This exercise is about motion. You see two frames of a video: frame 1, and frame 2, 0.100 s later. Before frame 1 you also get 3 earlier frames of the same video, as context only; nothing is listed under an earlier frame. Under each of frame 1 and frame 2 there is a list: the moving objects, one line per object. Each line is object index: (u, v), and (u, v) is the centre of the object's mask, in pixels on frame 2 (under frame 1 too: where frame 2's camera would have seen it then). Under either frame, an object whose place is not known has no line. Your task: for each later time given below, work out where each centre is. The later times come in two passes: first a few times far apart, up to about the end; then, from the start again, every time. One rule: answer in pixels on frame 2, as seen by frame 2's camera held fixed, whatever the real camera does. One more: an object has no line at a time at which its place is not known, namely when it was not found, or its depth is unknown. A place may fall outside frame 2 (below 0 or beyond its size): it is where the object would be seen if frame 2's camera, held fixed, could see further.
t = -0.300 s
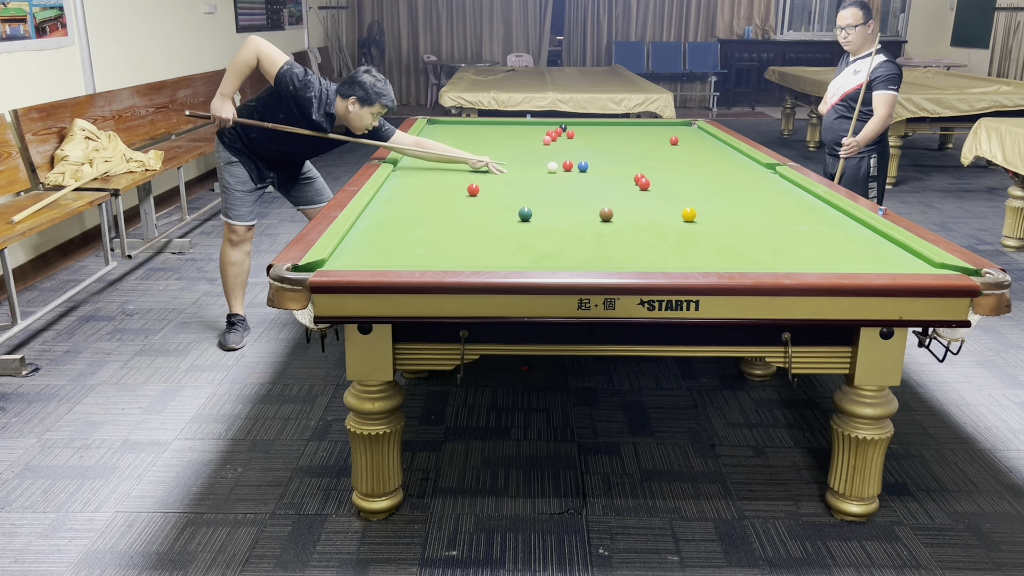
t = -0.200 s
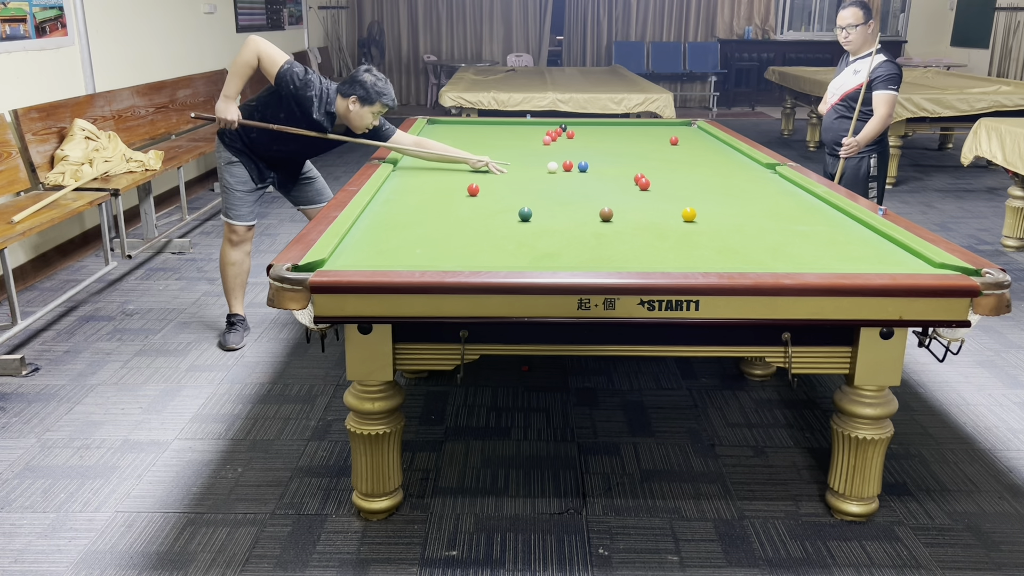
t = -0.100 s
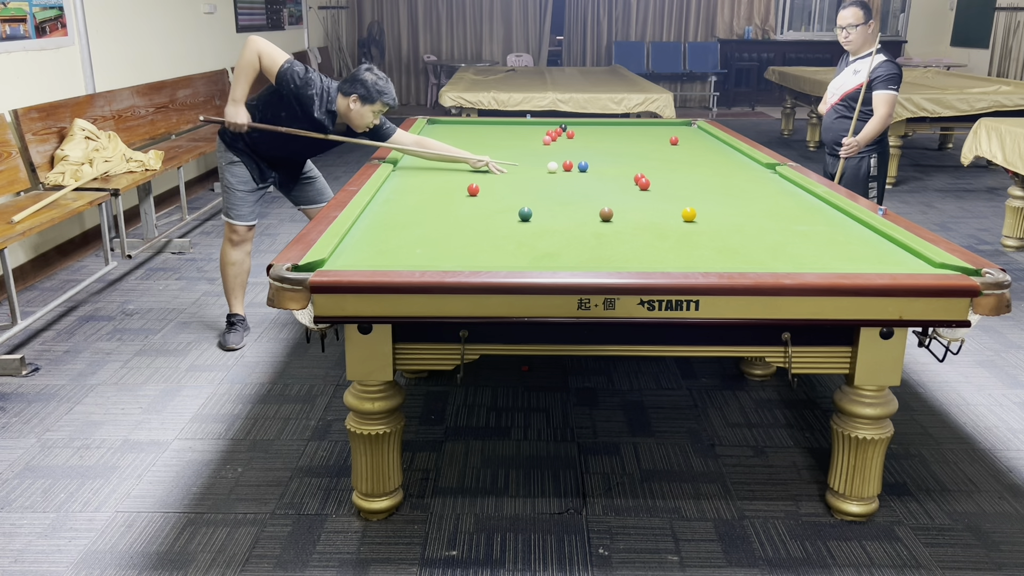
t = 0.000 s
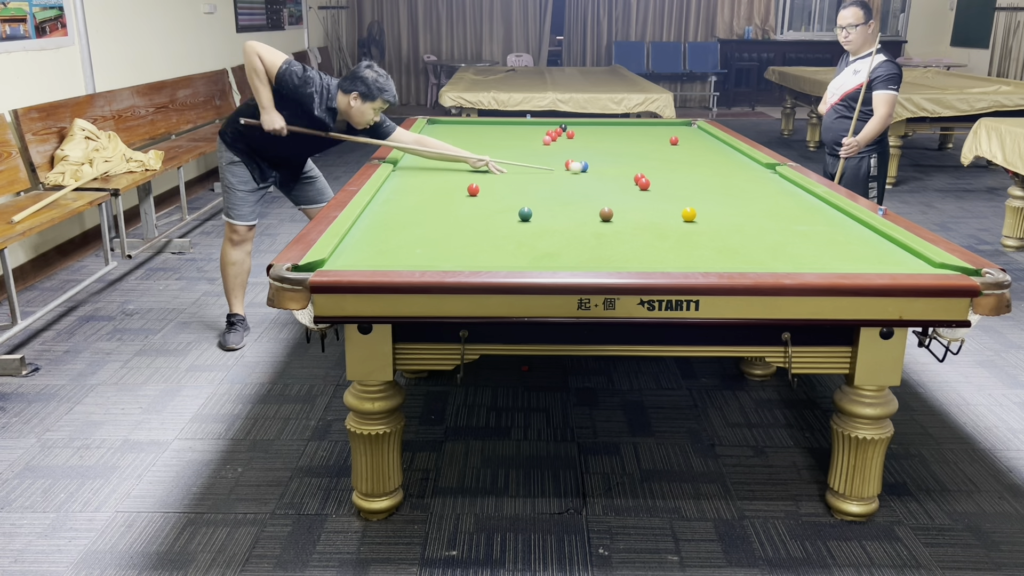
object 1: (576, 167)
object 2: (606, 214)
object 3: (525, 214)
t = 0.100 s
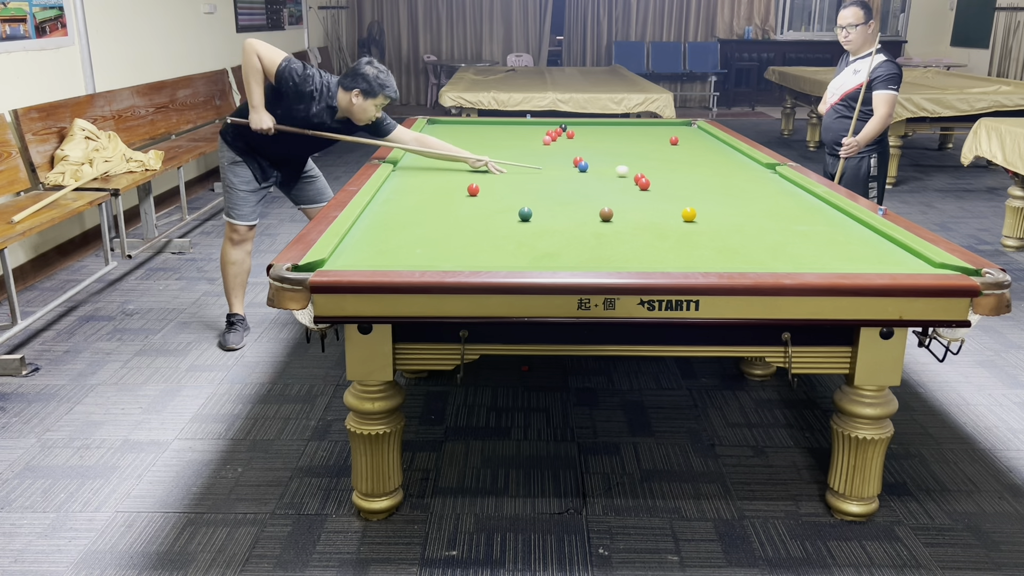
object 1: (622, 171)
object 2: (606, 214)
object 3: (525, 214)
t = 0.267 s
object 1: (686, 176)
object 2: (606, 214)
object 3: (525, 214)
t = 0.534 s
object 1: (769, 183)
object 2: (606, 214)
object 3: (525, 214)
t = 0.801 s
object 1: (767, 191)
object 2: (606, 214)
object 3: (525, 214)
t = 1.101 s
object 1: (712, 199)
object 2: (606, 214)
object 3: (525, 214)
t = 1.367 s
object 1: (661, 207)
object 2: (606, 214)
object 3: (525, 214)
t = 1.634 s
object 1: (620, 215)
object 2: (595, 214)
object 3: (525, 214)
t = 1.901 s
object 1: (613, 222)
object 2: (558, 216)
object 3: (525, 214)
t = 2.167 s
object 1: (605, 228)
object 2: (528, 217)
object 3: (520, 212)
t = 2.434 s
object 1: (599, 235)
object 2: (508, 220)
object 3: (514, 211)
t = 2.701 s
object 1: (592, 240)
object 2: (489, 223)
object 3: (507, 210)
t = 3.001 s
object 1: (585, 245)
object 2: (470, 225)
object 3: (503, 209)
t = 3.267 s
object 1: (579, 249)
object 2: (456, 227)
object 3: (501, 209)
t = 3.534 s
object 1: (575, 253)
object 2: (444, 228)
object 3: (500, 209)
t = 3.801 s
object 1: (571, 255)
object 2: (435, 229)
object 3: (501, 209)
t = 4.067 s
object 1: (568, 256)
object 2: (429, 230)
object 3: (501, 209)
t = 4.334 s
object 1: (567, 256)
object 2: (425, 230)
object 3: (501, 209)
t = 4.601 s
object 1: (567, 256)
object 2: (425, 230)
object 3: (501, 209)
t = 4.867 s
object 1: (567, 256)
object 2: (425, 230)
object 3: (501, 209)
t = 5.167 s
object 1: (567, 256)
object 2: (425, 230)
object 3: (501, 209)
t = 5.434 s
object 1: (567, 256)
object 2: (425, 230)
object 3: (501, 209)
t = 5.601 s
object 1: (567, 256)
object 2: (425, 230)
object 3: (501, 209)
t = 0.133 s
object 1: (636, 170)
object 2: (606, 214)
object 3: (525, 214)
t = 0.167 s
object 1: (650, 173)
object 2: (606, 214)
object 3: (525, 214)
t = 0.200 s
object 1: (663, 174)
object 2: (606, 214)
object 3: (525, 214)
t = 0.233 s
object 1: (675, 175)
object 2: (606, 214)
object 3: (525, 214)
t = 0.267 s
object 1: (686, 176)
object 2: (606, 214)
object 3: (525, 214)
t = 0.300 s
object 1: (697, 177)
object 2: (606, 214)
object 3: (525, 214)
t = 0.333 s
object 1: (707, 178)
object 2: (606, 214)
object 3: (525, 214)
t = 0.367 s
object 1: (717, 179)
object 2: (606, 214)
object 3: (525, 214)
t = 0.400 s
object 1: (727, 179)
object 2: (606, 214)
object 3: (525, 214)
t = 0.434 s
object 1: (737, 180)
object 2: (606, 214)
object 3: (525, 214)
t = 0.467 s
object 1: (748, 181)
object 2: (606, 214)
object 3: (525, 214)
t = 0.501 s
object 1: (758, 182)
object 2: (606, 214)
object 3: (525, 214)
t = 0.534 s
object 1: (769, 183)
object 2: (606, 214)
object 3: (525, 214)
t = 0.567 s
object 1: (779, 184)
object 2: (606, 214)
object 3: (525, 214)
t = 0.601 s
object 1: (790, 185)
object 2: (606, 214)
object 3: (525, 214)
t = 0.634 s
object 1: (798, 186)
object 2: (606, 214)
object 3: (525, 214)
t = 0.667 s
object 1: (791, 187)
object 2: (606, 214)
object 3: (525, 214)
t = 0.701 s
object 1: (784, 188)
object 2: (606, 214)
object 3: (525, 214)
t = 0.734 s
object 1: (779, 189)
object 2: (606, 214)
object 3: (525, 214)
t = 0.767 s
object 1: (773, 190)
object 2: (606, 214)
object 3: (525, 214)
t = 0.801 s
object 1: (767, 191)
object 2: (606, 214)
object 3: (525, 214)
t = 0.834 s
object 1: (761, 192)
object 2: (606, 214)
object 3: (525, 214)
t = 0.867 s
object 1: (755, 193)
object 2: (606, 214)
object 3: (525, 214)
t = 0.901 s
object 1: (749, 194)
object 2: (606, 214)
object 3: (525, 214)
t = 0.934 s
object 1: (743, 194)
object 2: (606, 214)
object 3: (525, 214)
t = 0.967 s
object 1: (737, 195)
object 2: (606, 214)
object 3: (525, 214)
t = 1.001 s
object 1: (731, 196)
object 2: (606, 214)
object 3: (525, 214)
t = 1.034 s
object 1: (724, 197)
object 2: (606, 214)
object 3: (525, 214)
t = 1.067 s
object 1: (718, 198)
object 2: (606, 214)
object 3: (525, 214)
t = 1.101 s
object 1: (712, 199)
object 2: (606, 214)
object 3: (525, 214)
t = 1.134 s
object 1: (706, 200)
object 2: (606, 214)
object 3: (525, 214)
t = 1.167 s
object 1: (699, 201)
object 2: (606, 214)
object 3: (525, 214)
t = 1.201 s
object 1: (693, 202)
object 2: (606, 214)
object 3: (525, 214)
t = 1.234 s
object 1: (686, 202)
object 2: (606, 214)
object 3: (525, 214)
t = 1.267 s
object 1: (680, 204)
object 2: (606, 214)
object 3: (525, 214)
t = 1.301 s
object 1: (674, 205)
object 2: (606, 214)
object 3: (525, 214)
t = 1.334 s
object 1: (667, 206)
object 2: (606, 214)
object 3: (525, 214)
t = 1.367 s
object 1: (661, 207)
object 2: (606, 214)
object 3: (525, 214)
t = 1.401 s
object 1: (654, 208)
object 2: (606, 214)
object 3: (525, 214)
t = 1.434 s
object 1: (648, 209)
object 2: (606, 214)
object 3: (525, 214)
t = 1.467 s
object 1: (641, 210)
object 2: (606, 214)
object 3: (525, 214)
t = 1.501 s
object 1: (634, 211)
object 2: (606, 214)
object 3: (525, 214)
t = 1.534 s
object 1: (628, 212)
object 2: (606, 214)
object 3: (525, 214)
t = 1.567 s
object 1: (621, 214)
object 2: (606, 214)
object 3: (525, 214)
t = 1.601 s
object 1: (621, 214)
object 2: (600, 214)
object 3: (525, 214)
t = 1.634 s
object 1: (620, 215)
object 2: (595, 214)
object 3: (525, 214)
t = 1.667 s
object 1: (619, 216)
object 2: (590, 215)
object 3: (525, 214)
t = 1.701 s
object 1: (619, 217)
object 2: (585, 215)
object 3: (525, 214)
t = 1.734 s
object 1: (618, 218)
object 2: (580, 215)
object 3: (525, 214)
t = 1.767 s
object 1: (617, 219)
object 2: (576, 215)
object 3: (525, 214)
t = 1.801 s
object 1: (616, 220)
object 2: (571, 215)
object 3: (525, 214)
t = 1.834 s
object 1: (615, 220)
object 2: (567, 215)
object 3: (525, 214)
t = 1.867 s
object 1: (614, 221)
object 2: (562, 216)
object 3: (525, 214)
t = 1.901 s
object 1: (613, 222)
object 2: (558, 216)
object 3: (525, 214)
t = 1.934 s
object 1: (612, 223)
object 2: (553, 216)
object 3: (525, 214)
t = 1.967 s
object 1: (611, 224)
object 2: (549, 216)
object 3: (525, 214)
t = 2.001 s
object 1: (610, 224)
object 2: (545, 216)
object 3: (525, 214)
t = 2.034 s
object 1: (609, 225)
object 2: (540, 216)
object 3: (525, 214)
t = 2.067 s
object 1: (608, 226)
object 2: (536, 216)
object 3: (524, 214)
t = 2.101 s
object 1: (607, 227)
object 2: (533, 216)
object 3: (523, 213)
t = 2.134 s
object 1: (606, 228)
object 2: (530, 217)
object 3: (521, 212)
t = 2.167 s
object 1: (605, 228)
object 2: (528, 217)
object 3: (520, 212)
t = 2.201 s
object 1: (604, 229)
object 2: (525, 218)
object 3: (519, 211)
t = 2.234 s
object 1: (604, 230)
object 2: (523, 218)
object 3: (518, 210)
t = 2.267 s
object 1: (603, 231)
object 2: (520, 218)
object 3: (518, 209)
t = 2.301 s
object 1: (602, 232)
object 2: (518, 219)
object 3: (517, 209)
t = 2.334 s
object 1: (601, 232)
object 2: (515, 219)
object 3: (517, 209)
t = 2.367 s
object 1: (600, 233)
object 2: (512, 220)
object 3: (516, 210)
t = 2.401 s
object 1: (599, 234)
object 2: (510, 220)
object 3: (515, 210)
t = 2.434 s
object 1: (599, 235)
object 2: (508, 220)
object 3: (514, 211)
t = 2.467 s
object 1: (598, 235)
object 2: (505, 221)
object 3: (513, 211)
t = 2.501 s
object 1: (597, 236)
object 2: (503, 221)
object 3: (512, 211)
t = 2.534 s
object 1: (596, 237)
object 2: (500, 221)
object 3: (511, 211)
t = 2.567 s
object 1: (595, 237)
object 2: (498, 222)
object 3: (510, 211)
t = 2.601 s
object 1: (594, 238)
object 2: (496, 222)
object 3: (510, 211)
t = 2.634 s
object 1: (594, 239)
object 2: (493, 222)
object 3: (509, 211)
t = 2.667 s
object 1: (593, 239)
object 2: (491, 222)
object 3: (508, 211)
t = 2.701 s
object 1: (592, 240)
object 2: (489, 223)
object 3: (507, 210)
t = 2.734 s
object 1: (591, 241)
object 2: (487, 223)
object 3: (507, 210)
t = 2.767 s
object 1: (590, 241)
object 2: (484, 223)
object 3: (506, 210)
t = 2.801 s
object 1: (590, 242)
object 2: (482, 224)
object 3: (506, 210)
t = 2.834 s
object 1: (589, 243)
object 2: (480, 224)
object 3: (505, 210)
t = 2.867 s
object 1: (588, 243)
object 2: (478, 224)
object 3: (505, 210)
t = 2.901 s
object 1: (587, 244)
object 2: (476, 224)
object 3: (504, 210)
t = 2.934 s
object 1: (587, 244)
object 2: (474, 225)
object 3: (504, 210)
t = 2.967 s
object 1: (586, 245)
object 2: (472, 225)
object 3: (503, 210)
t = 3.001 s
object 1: (585, 245)
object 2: (470, 225)
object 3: (503, 209)
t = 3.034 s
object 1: (584, 246)
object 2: (468, 226)
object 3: (502, 209)
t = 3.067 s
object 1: (583, 247)
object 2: (466, 226)
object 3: (502, 209)
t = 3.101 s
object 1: (583, 247)
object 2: (464, 226)
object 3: (502, 209)
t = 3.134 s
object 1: (582, 248)
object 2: (463, 226)
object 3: (502, 209)
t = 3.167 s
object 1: (581, 248)
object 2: (461, 226)
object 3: (501, 209)
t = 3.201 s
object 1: (581, 248)
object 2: (459, 227)
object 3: (501, 209)
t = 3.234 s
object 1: (580, 249)
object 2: (458, 227)
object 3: (501, 209)
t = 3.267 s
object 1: (579, 249)
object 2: (456, 227)
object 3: (501, 209)
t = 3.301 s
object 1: (579, 250)
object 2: (454, 227)
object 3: (501, 209)
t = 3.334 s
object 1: (578, 250)
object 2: (453, 227)
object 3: (500, 209)
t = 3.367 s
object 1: (577, 251)
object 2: (451, 227)
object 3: (500, 209)
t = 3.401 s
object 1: (577, 251)
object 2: (450, 228)
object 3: (500, 209)
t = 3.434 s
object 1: (576, 252)
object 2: (448, 228)
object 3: (500, 209)
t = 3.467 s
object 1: (576, 252)
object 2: (447, 228)
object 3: (500, 209)
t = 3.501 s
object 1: (575, 252)
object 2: (445, 228)
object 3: (500, 209)
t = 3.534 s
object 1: (575, 253)
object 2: (444, 228)
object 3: (500, 209)
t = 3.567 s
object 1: (574, 253)
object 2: (443, 228)
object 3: (500, 209)
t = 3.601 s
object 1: (574, 253)
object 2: (441, 228)
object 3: (501, 209)
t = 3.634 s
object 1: (573, 254)
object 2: (440, 229)
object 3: (501, 209)
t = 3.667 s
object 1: (572, 254)
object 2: (439, 229)
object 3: (501, 209)
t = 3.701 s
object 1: (572, 254)
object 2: (438, 229)
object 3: (501, 209)
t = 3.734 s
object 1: (572, 254)
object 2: (437, 229)
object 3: (501, 209)
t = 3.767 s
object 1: (571, 255)
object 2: (436, 229)
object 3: (501, 209)
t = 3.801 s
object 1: (571, 255)
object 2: (435, 229)
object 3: (501, 209)
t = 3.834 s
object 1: (570, 255)
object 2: (434, 229)
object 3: (501, 209)
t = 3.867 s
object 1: (570, 255)
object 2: (433, 229)
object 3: (501, 209)
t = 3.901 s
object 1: (570, 255)
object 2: (432, 229)
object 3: (501, 209)
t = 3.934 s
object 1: (569, 256)
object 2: (431, 229)
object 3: (501, 209)
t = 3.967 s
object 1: (569, 256)
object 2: (431, 230)
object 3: (501, 209)
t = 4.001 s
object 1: (569, 256)
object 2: (430, 229)
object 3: (501, 209)
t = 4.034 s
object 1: (569, 256)
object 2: (429, 230)
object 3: (501, 209)
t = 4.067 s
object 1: (568, 256)
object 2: (429, 230)
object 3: (501, 209)
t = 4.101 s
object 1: (568, 256)
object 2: (428, 230)
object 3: (501, 209)
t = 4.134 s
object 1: (568, 256)
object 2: (427, 230)
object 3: (501, 209)
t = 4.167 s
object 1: (568, 256)
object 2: (427, 230)
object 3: (501, 209)
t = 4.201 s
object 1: (568, 256)
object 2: (427, 230)
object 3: (501, 209)
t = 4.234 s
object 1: (568, 256)
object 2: (426, 230)
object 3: (501, 209)
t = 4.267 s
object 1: (568, 256)
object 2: (426, 230)
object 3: (501, 209)
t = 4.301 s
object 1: (567, 256)
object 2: (425, 230)
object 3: (501, 209)
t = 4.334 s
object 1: (567, 256)
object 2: (425, 230)
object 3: (501, 209)
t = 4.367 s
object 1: (567, 256)
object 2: (425, 230)
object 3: (501, 209)
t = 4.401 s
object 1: (567, 256)
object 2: (425, 230)
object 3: (501, 209)
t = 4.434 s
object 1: (567, 256)
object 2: (425, 230)
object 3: (501, 209)
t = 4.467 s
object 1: (567, 256)
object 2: (425, 230)
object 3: (501, 209)
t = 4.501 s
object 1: (567, 256)
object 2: (425, 230)
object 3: (501, 209)
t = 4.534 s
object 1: (567, 256)
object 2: (425, 230)
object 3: (501, 209)
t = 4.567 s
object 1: (567, 256)
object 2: (425, 230)
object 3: (501, 209)
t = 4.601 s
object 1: (567, 256)
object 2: (425, 230)
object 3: (501, 209)
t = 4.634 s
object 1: (567, 256)
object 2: (425, 230)
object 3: (501, 209)
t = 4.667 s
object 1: (567, 256)
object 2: (425, 230)
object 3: (501, 209)
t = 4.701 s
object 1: (567, 256)
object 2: (425, 230)
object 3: (501, 209)
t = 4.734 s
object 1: (567, 256)
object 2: (425, 230)
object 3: (501, 209)
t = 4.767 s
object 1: (567, 256)
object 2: (425, 230)
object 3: (501, 209)
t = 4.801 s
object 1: (567, 256)
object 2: (425, 230)
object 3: (501, 209)
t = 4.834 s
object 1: (567, 256)
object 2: (425, 230)
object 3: (501, 209)
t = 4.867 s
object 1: (567, 256)
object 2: (425, 230)
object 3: (501, 209)
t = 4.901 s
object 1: (567, 256)
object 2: (425, 230)
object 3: (501, 209)
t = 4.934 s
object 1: (567, 256)
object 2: (425, 230)
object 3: (501, 209)
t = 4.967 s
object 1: (567, 256)
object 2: (425, 230)
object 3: (501, 209)
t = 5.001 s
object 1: (567, 256)
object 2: (425, 230)
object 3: (501, 209)
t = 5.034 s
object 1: (567, 256)
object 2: (425, 230)
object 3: (501, 209)
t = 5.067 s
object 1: (567, 256)
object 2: (425, 230)
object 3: (501, 209)
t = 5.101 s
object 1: (567, 256)
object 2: (425, 230)
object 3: (501, 209)
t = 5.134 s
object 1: (567, 256)
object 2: (425, 230)
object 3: (501, 209)
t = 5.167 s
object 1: (567, 256)
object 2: (425, 230)
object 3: (501, 209)
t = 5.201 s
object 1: (567, 256)
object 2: (425, 230)
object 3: (501, 209)
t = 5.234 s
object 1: (567, 256)
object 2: (425, 230)
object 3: (501, 209)
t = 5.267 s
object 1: (567, 256)
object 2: (425, 230)
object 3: (501, 209)
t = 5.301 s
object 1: (567, 256)
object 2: (425, 230)
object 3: (501, 209)
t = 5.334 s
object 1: (567, 256)
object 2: (425, 230)
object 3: (501, 209)
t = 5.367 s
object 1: (567, 256)
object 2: (425, 230)
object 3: (501, 209)
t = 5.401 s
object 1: (567, 256)
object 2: (425, 230)
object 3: (501, 209)
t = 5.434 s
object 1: (567, 256)
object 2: (425, 230)
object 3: (501, 209)
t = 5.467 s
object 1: (567, 256)
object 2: (425, 230)
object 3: (501, 209)
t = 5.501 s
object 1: (567, 256)
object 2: (425, 230)
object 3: (501, 209)
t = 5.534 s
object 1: (567, 256)
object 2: (425, 230)
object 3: (501, 209)
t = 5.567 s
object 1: (567, 256)
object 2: (425, 230)
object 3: (501, 209)
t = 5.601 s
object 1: (567, 256)
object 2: (425, 230)
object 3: (501, 209)
